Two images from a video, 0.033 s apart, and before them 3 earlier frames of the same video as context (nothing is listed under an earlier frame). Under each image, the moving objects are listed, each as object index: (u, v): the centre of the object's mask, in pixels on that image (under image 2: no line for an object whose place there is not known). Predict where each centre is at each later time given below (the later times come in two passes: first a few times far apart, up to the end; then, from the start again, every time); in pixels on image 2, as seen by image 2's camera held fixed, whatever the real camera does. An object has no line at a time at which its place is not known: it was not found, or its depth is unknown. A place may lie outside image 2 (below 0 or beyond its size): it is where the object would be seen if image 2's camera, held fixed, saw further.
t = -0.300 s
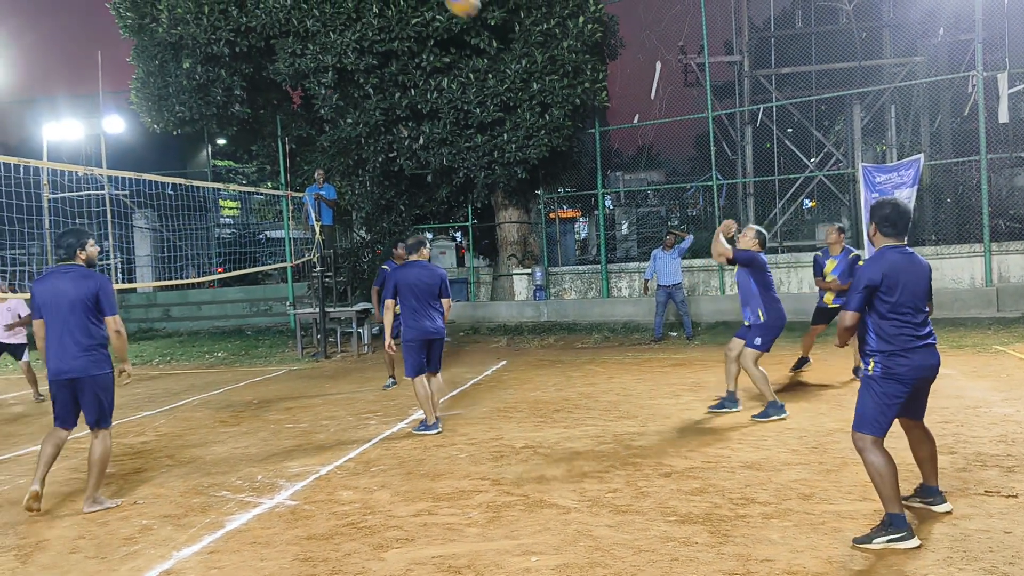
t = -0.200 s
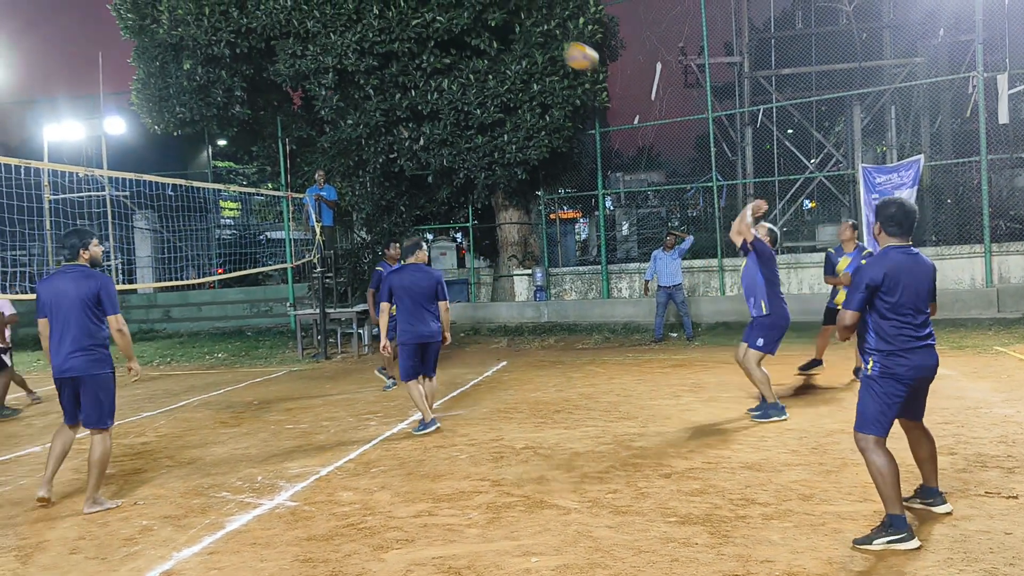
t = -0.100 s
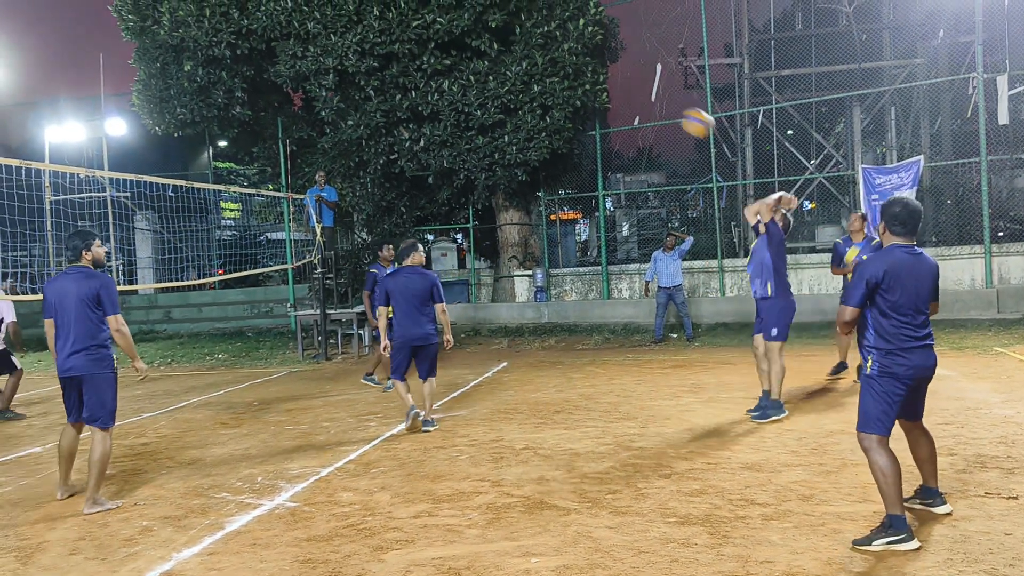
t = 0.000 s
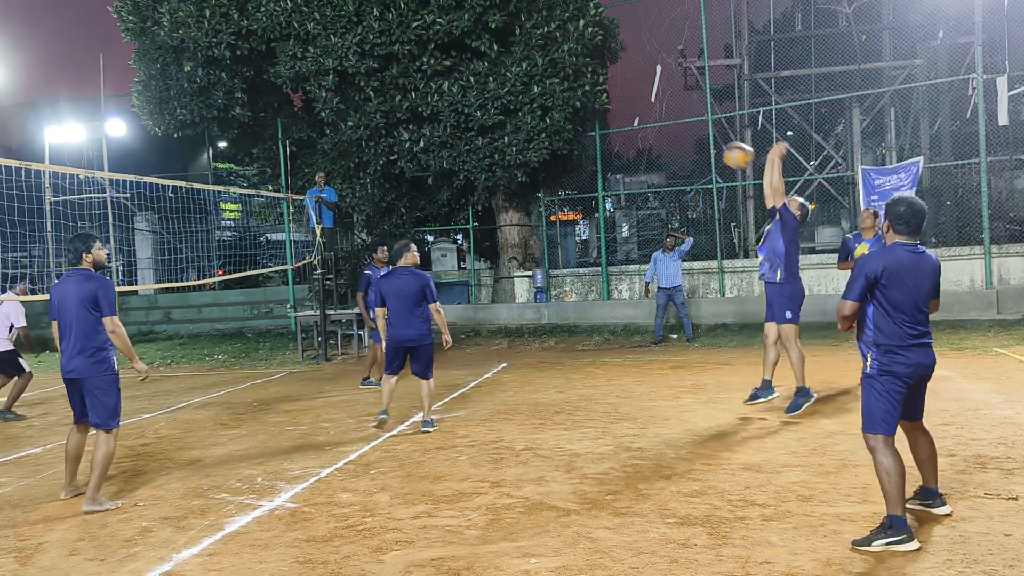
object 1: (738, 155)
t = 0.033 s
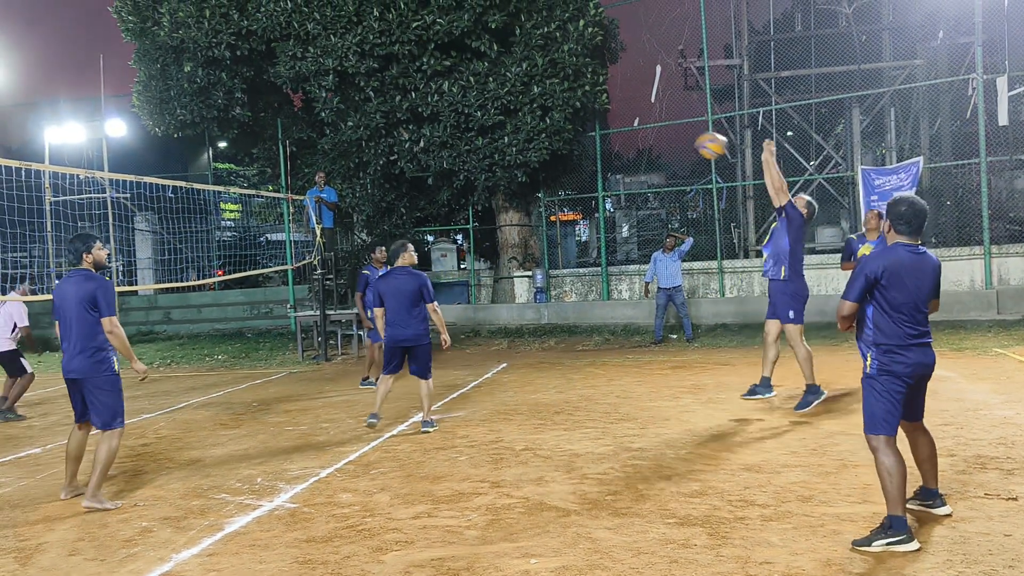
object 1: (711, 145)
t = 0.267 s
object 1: (516, 106)
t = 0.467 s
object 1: (338, 126)
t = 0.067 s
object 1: (685, 136)
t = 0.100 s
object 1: (657, 128)
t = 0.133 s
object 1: (629, 120)
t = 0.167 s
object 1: (601, 114)
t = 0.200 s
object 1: (573, 111)
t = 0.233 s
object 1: (544, 107)
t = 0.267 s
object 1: (516, 106)
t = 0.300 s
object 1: (487, 106)
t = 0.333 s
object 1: (458, 107)
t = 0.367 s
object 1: (429, 110)
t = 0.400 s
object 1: (398, 113)
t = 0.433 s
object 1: (368, 119)
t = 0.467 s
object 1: (338, 126)
